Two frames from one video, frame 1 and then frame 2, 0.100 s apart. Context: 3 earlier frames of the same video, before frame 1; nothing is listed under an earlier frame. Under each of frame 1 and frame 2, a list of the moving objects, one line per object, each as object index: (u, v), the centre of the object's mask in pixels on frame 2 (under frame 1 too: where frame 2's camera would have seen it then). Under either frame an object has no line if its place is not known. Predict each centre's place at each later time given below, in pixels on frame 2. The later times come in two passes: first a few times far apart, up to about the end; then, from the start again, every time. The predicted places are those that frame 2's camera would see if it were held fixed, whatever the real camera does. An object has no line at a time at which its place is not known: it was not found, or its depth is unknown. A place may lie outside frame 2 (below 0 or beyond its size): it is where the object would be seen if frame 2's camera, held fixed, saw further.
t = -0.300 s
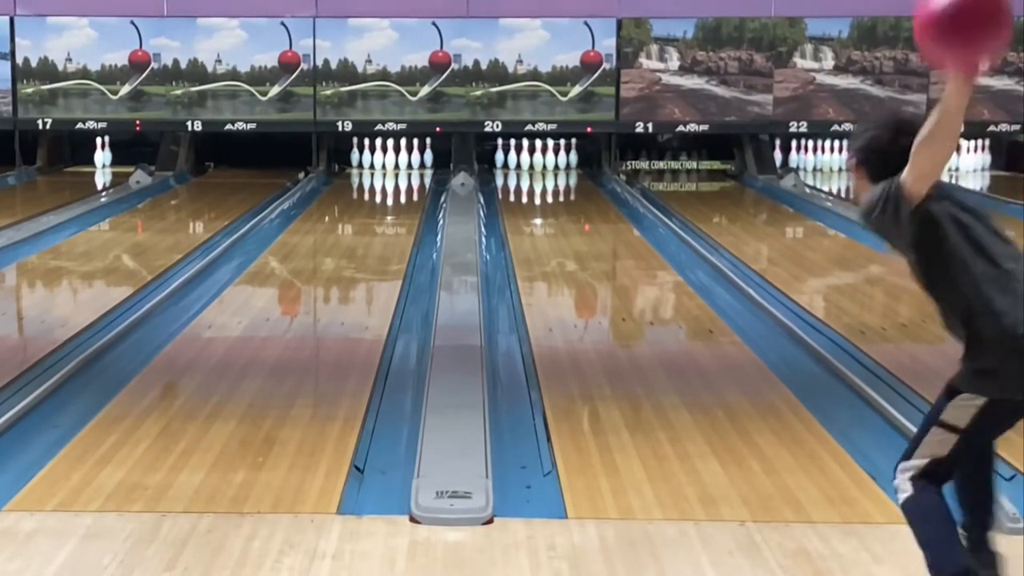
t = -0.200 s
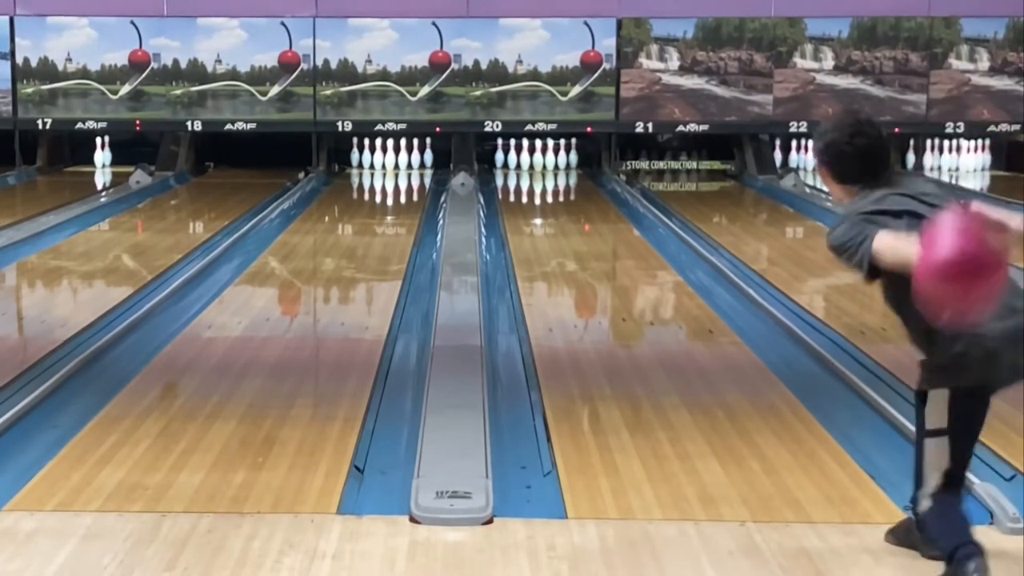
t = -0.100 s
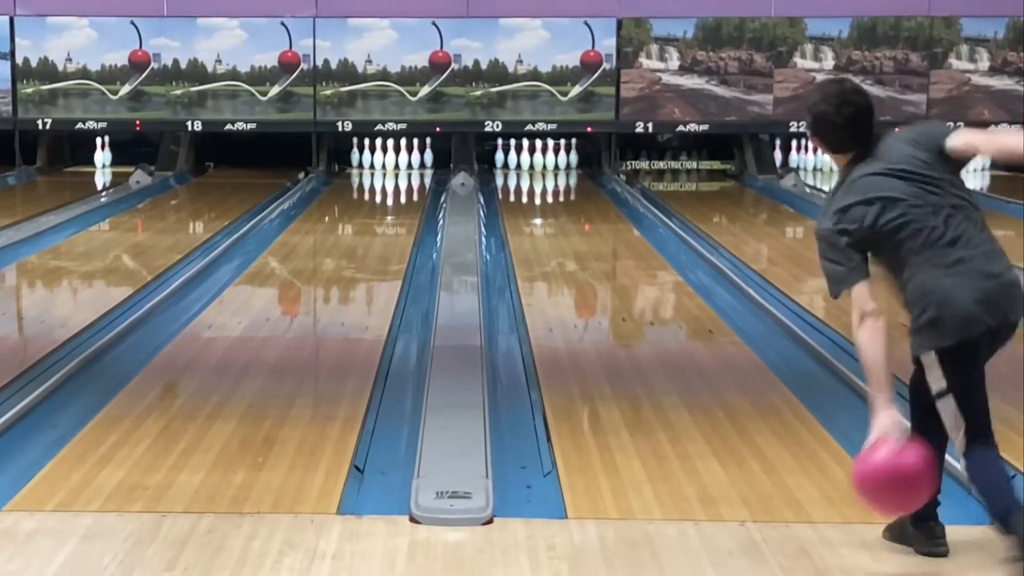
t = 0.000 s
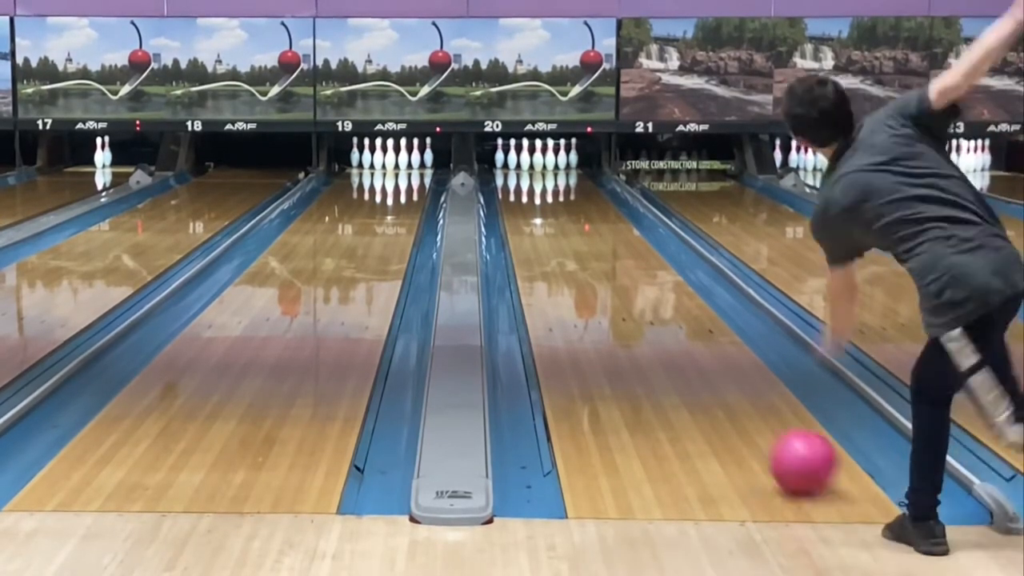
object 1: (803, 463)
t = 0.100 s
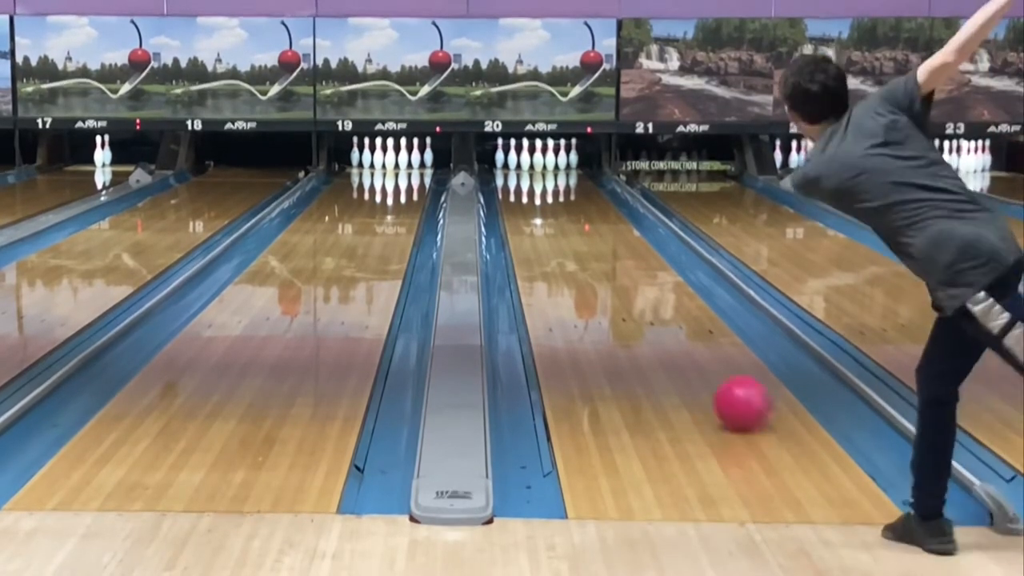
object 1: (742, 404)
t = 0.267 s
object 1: (672, 334)
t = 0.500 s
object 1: (611, 275)
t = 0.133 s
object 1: (726, 387)
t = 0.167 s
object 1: (710, 372)
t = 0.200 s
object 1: (696, 358)
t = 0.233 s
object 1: (683, 346)
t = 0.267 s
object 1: (672, 334)
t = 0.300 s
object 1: (661, 323)
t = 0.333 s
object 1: (651, 314)
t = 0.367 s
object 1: (642, 305)
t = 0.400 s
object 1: (633, 297)
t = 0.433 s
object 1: (625, 289)
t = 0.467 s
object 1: (618, 283)
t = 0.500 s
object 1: (611, 275)
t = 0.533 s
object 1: (604, 269)
